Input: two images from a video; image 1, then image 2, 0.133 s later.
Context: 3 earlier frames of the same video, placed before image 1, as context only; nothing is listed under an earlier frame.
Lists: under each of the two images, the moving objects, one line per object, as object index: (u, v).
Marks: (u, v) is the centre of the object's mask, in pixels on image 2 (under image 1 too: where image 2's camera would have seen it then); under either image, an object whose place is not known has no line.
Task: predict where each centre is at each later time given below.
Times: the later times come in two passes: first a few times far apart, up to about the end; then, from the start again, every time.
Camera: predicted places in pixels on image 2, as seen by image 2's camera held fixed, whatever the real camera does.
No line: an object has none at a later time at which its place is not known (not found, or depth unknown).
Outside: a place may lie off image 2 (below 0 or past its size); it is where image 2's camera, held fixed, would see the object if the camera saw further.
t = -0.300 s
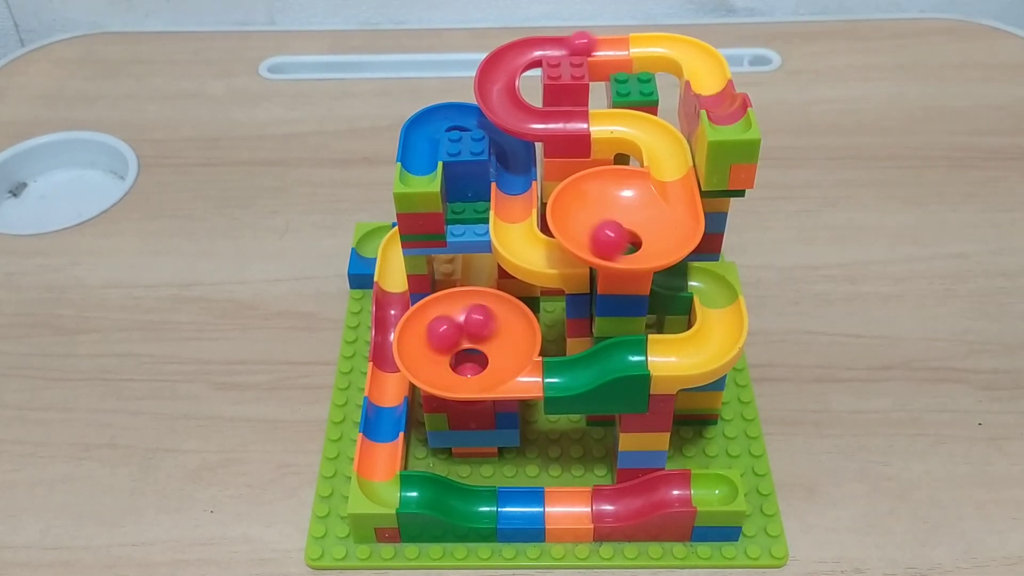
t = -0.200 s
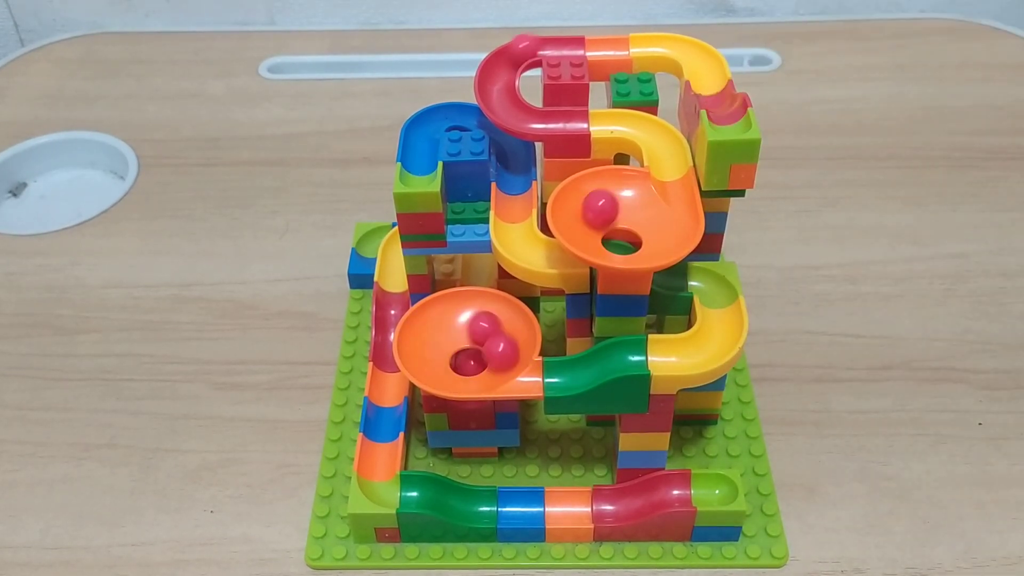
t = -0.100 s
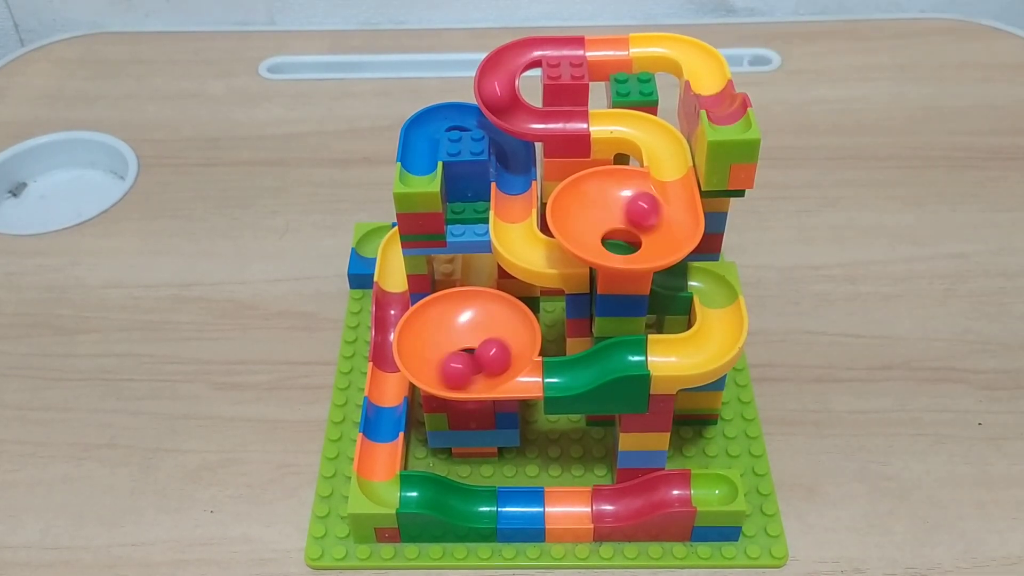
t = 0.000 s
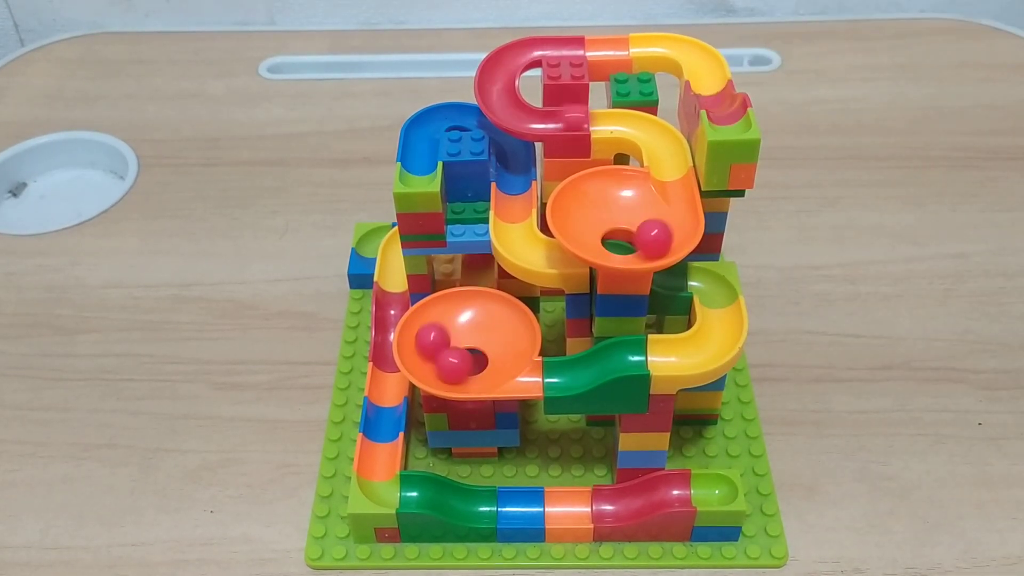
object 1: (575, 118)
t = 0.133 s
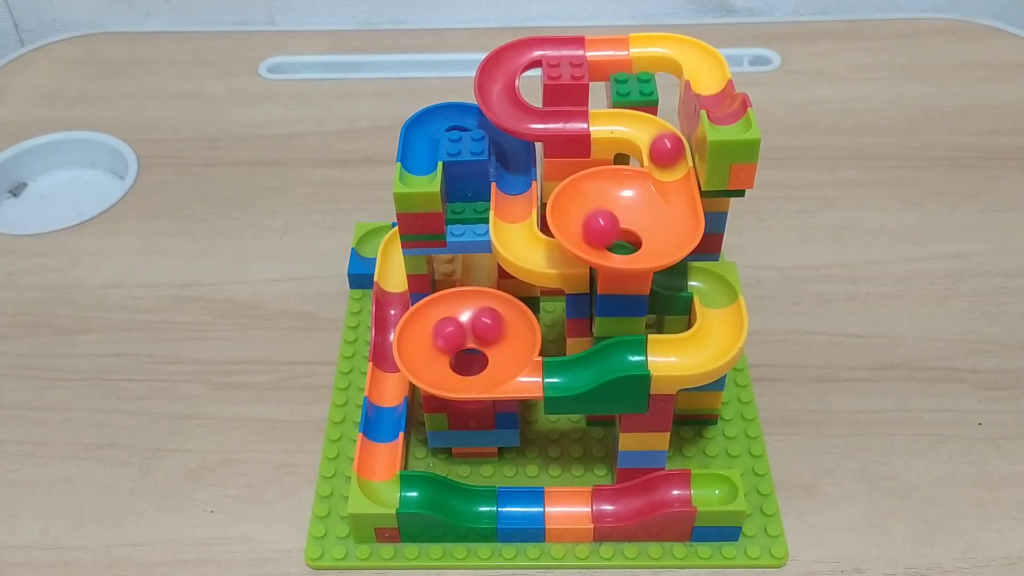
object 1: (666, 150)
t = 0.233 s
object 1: (676, 193)
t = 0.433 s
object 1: (590, 237)
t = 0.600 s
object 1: (647, 194)
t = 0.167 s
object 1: (668, 166)
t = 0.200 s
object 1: (671, 180)
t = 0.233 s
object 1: (676, 193)
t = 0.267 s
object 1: (674, 209)
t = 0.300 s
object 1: (666, 229)
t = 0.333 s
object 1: (650, 243)
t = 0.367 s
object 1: (631, 238)
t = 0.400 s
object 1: (606, 245)
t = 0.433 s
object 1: (590, 237)
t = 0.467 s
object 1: (583, 226)
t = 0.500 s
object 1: (589, 213)
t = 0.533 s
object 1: (604, 201)
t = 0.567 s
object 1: (626, 194)
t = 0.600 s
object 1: (647, 194)
